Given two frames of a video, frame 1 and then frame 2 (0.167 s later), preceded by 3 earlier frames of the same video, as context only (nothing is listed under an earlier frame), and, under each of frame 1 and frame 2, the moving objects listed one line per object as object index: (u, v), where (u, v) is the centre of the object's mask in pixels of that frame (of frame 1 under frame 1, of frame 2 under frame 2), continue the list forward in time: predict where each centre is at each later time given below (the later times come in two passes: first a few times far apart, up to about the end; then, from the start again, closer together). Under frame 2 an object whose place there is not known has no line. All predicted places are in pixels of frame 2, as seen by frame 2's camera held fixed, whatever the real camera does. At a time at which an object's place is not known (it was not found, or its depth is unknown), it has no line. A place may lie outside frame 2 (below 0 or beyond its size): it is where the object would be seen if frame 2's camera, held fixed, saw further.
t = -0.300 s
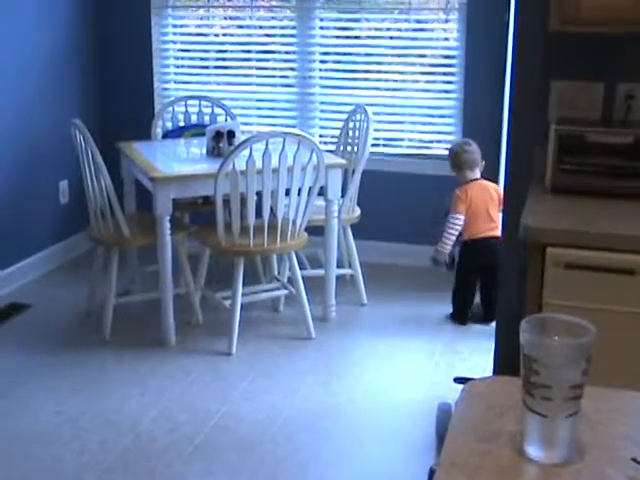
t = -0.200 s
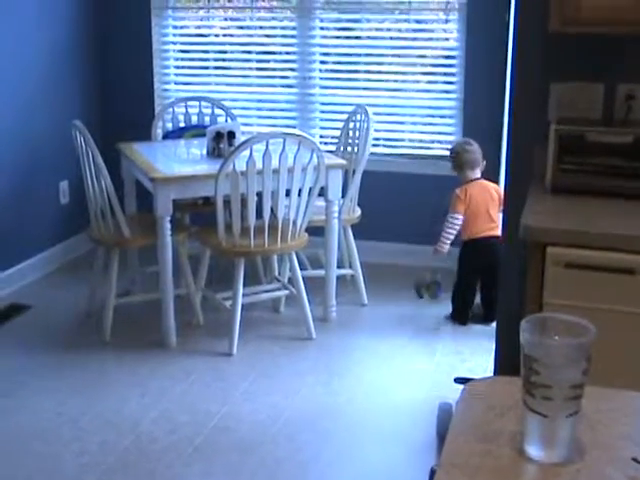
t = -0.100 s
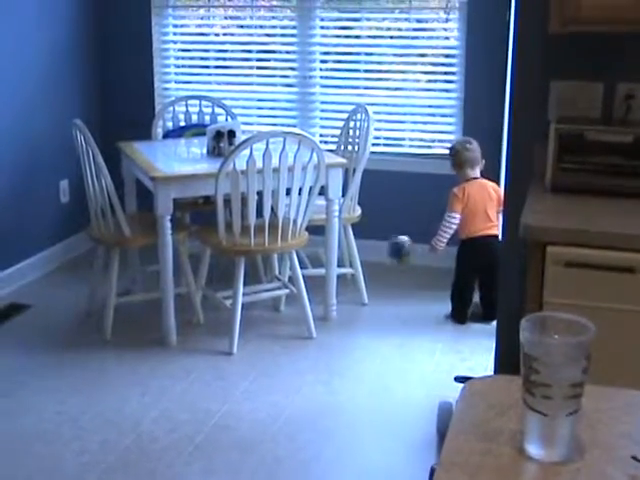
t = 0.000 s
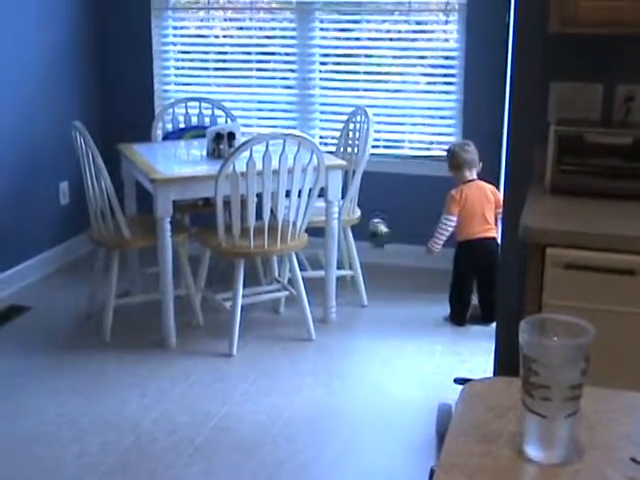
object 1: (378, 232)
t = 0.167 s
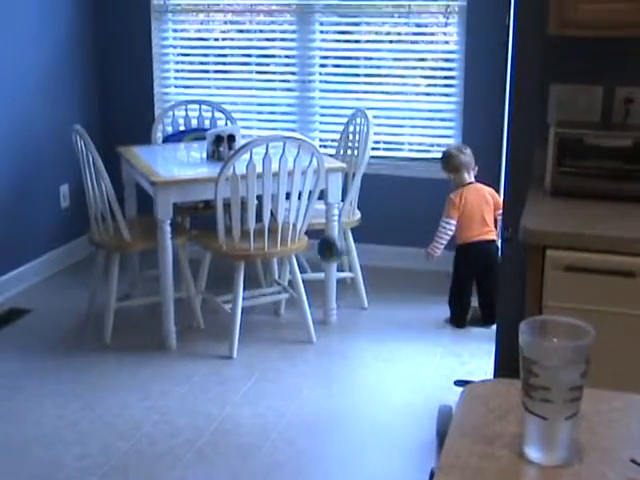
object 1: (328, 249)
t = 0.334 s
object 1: (314, 265)
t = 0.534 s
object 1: (316, 269)
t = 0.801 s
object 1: (315, 309)
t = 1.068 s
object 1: (314, 346)
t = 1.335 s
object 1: (313, 332)
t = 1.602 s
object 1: (309, 349)
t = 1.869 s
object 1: (300, 369)
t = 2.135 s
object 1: (293, 385)
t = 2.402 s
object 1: (286, 400)
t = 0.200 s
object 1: (321, 259)
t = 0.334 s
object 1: (314, 265)
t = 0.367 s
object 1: (324, 261)
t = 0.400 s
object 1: (320, 258)
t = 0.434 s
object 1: (320, 257)
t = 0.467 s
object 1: (319, 260)
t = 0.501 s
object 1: (318, 265)
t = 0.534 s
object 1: (316, 269)
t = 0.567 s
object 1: (316, 285)
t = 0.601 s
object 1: (316, 298)
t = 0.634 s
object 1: (315, 314)
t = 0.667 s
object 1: (315, 328)
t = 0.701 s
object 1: (316, 328)
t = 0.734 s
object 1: (314, 322)
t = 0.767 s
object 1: (314, 314)
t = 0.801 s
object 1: (315, 309)
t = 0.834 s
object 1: (315, 304)
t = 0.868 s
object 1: (315, 302)
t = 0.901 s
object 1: (314, 303)
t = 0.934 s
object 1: (314, 306)
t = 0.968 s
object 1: (315, 313)
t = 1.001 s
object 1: (313, 322)
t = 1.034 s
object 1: (313, 331)
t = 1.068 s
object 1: (314, 346)
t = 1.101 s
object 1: (312, 360)
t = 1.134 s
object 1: (313, 347)
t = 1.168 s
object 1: (314, 338)
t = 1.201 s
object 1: (313, 332)
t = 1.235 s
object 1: (313, 330)
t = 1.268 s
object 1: (313, 328)
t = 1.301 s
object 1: (312, 329)
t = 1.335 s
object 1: (313, 332)
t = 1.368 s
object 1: (312, 339)
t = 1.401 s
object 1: (311, 348)
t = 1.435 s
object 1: (312, 358)
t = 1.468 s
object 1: (310, 370)
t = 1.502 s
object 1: (310, 359)
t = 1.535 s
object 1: (310, 354)
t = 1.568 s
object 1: (310, 350)
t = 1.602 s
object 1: (309, 349)
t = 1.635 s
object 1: (306, 350)
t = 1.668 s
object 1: (306, 354)
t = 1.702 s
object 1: (306, 359)
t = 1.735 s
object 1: (305, 368)
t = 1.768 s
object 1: (303, 383)
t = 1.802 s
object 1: (303, 377)
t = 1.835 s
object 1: (301, 372)
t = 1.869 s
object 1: (300, 369)
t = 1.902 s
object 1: (300, 368)
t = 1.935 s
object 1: (298, 371)
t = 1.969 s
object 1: (298, 376)
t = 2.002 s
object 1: (297, 384)
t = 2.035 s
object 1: (295, 396)
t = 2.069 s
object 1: (295, 389)
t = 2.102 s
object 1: (294, 386)
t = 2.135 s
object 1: (293, 385)
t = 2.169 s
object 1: (292, 386)
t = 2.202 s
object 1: (291, 390)
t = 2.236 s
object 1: (290, 398)
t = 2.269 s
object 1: (289, 406)
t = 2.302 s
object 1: (289, 400)
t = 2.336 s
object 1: (287, 398)
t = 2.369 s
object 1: (287, 397)
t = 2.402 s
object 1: (286, 400)
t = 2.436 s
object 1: (285, 405)
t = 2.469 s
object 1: (284, 412)
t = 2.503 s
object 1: (282, 407)
